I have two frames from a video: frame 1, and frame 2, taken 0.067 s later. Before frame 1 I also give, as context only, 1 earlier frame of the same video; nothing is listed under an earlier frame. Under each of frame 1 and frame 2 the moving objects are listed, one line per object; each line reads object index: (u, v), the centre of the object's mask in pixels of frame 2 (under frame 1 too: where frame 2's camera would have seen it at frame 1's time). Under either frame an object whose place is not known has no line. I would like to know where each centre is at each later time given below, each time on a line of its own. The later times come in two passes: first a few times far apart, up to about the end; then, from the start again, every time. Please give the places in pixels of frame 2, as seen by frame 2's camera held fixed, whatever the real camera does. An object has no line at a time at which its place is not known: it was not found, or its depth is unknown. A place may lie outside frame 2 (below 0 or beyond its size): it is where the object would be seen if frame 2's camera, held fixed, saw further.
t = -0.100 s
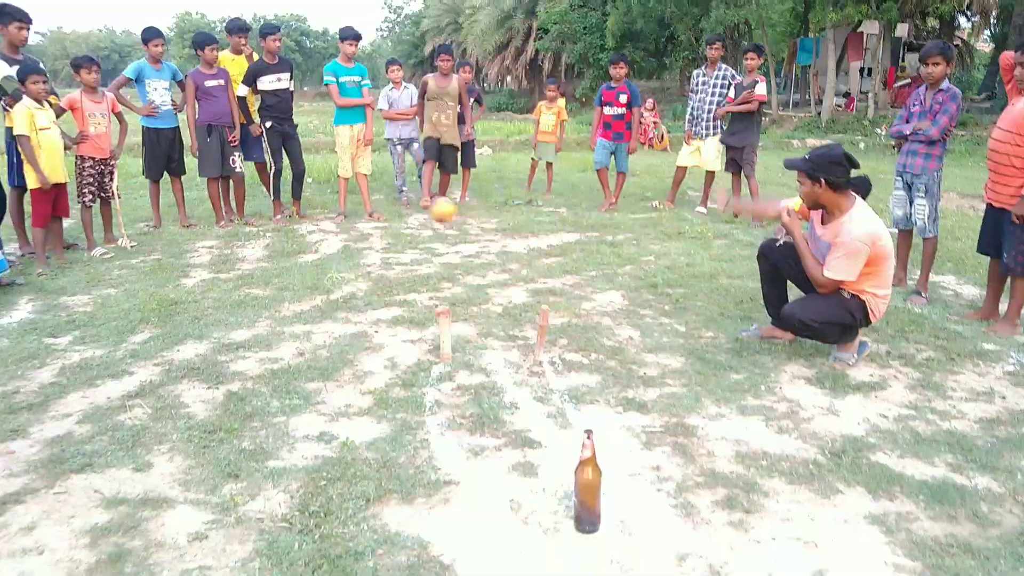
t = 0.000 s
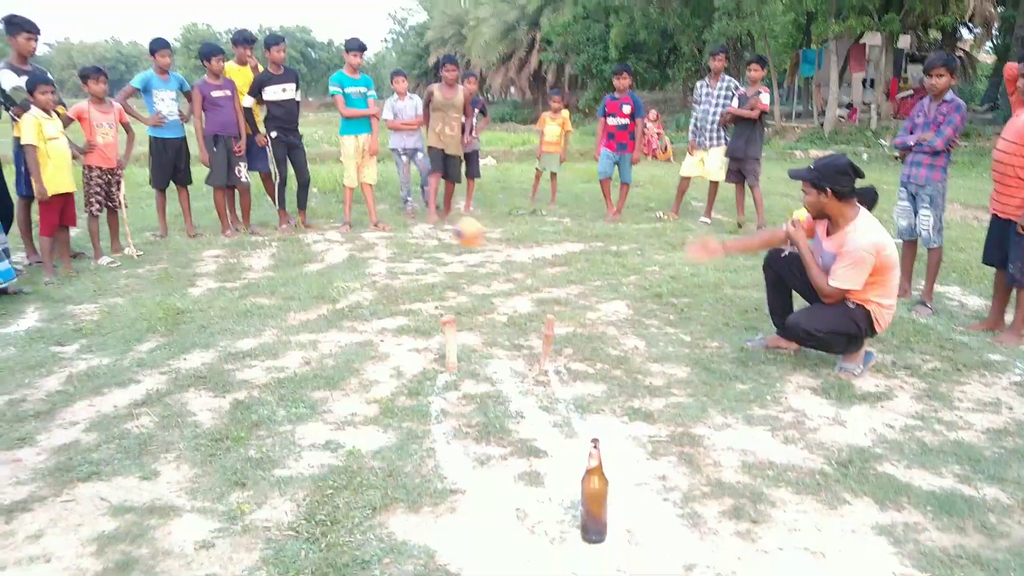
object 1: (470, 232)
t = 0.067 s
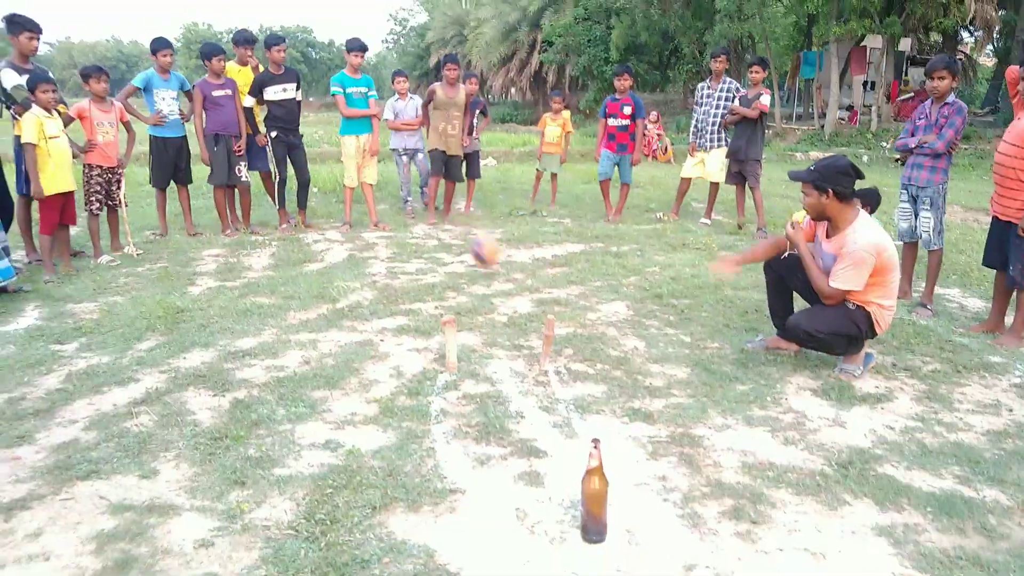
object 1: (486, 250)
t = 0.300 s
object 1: (550, 295)
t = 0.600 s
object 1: (710, 375)
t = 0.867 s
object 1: (991, 512)
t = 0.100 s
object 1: (496, 264)
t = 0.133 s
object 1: (506, 281)
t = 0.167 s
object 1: (515, 284)
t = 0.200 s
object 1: (522, 284)
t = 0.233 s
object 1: (531, 286)
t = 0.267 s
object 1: (540, 290)
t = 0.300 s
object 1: (550, 295)
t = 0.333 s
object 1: (562, 305)
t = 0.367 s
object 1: (574, 309)
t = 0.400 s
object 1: (590, 309)
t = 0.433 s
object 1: (607, 310)
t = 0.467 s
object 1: (627, 315)
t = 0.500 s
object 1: (647, 325)
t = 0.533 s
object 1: (666, 337)
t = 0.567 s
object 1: (684, 353)
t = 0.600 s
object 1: (710, 375)
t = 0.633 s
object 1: (735, 397)
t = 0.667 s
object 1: (761, 433)
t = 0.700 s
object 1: (789, 460)
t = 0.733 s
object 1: (826, 461)
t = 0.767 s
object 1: (871, 467)
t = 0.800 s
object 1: (915, 476)
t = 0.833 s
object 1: (965, 496)
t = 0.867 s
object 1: (991, 512)
